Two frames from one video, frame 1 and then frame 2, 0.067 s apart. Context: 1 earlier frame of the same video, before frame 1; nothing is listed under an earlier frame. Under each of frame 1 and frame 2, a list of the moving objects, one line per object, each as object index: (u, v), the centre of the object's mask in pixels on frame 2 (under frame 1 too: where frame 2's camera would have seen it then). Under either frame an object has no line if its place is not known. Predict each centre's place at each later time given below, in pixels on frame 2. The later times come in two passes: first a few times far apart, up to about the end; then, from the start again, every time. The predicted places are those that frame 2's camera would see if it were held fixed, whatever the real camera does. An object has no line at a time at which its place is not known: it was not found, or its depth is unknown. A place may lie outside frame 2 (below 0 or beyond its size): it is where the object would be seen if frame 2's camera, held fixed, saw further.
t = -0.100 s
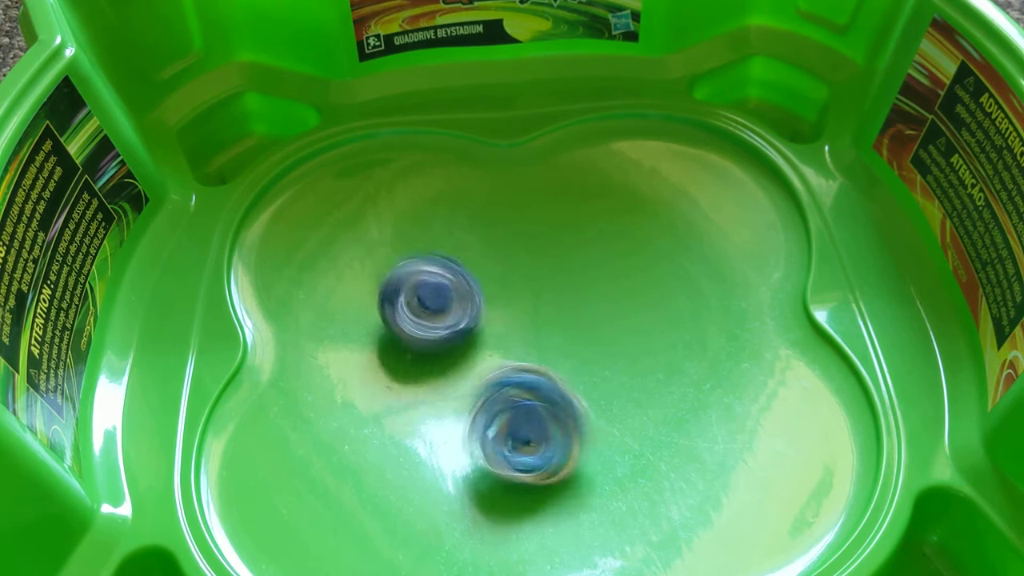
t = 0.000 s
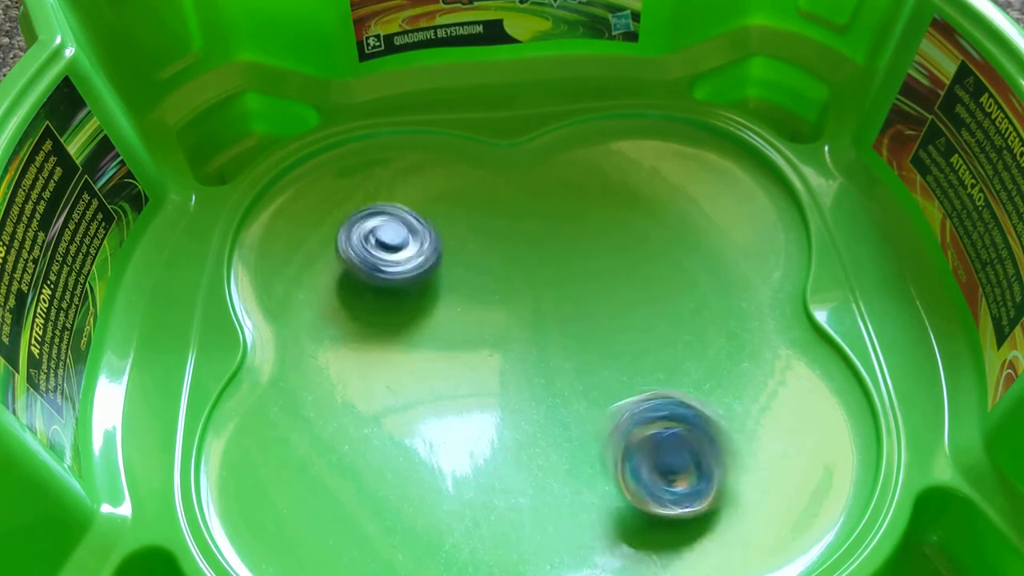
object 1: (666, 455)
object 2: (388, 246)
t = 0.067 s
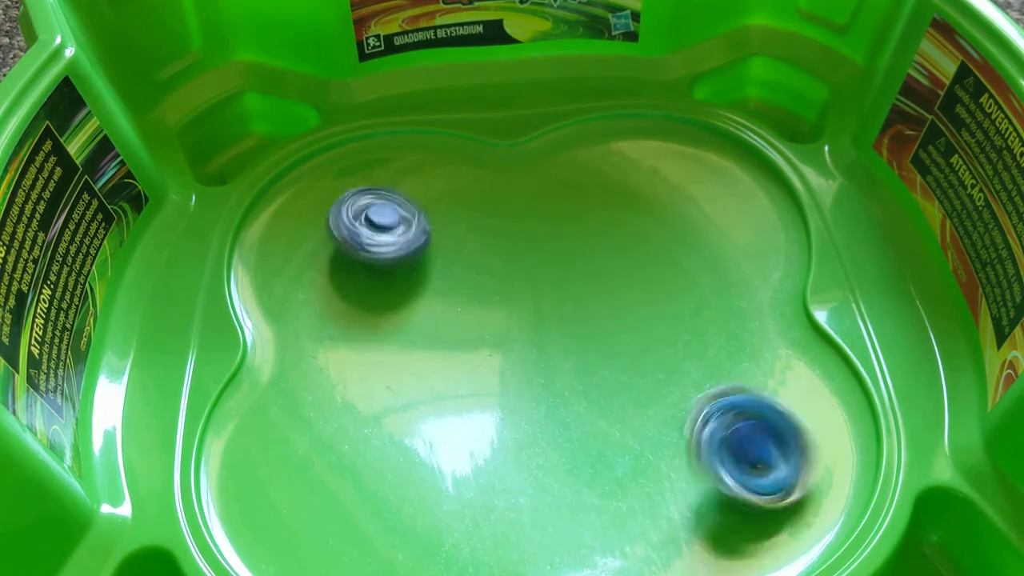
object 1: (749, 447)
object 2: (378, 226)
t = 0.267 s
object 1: (791, 371)
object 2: (413, 231)
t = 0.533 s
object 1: (638, 310)
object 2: (517, 290)
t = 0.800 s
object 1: (614, 343)
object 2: (493, 311)
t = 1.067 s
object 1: (651, 351)
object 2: (463, 306)
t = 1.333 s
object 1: (619, 309)
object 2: (512, 330)
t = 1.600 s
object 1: (630, 273)
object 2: (512, 382)
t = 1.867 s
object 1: (593, 282)
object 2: (507, 394)
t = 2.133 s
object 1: (569, 270)
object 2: (477, 396)
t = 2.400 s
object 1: (519, 259)
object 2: (485, 355)
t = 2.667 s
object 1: (512, 236)
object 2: (531, 363)
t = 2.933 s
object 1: (524, 265)
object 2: (571, 363)
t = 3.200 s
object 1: (468, 270)
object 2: (581, 388)
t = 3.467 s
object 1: (437, 281)
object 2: (524, 356)
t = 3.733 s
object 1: (400, 285)
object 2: (564, 384)
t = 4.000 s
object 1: (435, 329)
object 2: (532, 397)
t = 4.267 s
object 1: (396, 301)
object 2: (555, 391)
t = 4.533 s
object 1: (476, 298)
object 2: (531, 371)
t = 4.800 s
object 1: (550, 276)
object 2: (556, 395)
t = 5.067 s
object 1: (565, 300)
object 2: (531, 390)
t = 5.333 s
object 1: (577, 325)
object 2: (496, 362)
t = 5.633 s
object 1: (569, 338)
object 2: (486, 335)
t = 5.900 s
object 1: (569, 340)
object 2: (486, 330)
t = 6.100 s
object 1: (568, 339)
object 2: (488, 330)
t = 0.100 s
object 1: (781, 440)
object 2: (378, 222)
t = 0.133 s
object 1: (807, 429)
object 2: (380, 218)
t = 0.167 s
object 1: (821, 414)
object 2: (384, 219)
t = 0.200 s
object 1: (814, 399)
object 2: (391, 221)
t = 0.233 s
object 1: (804, 384)
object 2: (401, 226)
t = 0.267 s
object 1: (791, 371)
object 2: (413, 231)
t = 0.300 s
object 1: (776, 359)
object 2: (427, 237)
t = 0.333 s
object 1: (759, 347)
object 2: (440, 244)
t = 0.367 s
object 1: (738, 337)
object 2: (456, 252)
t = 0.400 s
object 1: (717, 328)
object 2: (471, 260)
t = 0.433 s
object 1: (694, 321)
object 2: (487, 269)
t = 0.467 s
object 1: (670, 315)
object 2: (503, 277)
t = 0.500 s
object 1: (645, 310)
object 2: (518, 286)
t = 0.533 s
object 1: (638, 310)
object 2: (517, 290)
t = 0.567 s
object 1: (644, 315)
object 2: (502, 293)
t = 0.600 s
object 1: (645, 321)
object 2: (490, 295)
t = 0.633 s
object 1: (642, 324)
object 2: (480, 299)
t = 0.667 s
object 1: (639, 329)
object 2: (477, 302)
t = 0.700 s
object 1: (634, 334)
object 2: (475, 306)
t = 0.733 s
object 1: (629, 337)
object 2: (478, 309)
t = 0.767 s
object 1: (623, 341)
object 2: (485, 311)
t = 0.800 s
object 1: (614, 343)
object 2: (493, 311)
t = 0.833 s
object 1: (607, 343)
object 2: (501, 312)
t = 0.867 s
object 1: (611, 344)
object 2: (503, 312)
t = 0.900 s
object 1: (611, 346)
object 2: (503, 312)
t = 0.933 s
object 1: (612, 345)
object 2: (504, 312)
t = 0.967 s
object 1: (629, 349)
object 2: (489, 309)
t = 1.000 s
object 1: (643, 352)
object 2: (477, 307)
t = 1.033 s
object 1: (651, 352)
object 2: (467, 305)
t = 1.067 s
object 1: (651, 351)
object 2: (463, 306)
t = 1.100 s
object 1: (647, 347)
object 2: (466, 306)
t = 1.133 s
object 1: (644, 341)
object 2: (470, 307)
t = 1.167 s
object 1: (640, 335)
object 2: (475, 308)
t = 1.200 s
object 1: (635, 328)
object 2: (483, 312)
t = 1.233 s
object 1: (632, 323)
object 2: (491, 315)
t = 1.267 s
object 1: (627, 319)
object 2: (498, 320)
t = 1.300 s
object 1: (622, 313)
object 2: (506, 325)
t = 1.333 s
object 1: (619, 309)
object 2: (512, 330)
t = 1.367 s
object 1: (624, 300)
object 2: (508, 339)
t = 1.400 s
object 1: (628, 293)
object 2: (507, 347)
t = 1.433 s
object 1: (631, 289)
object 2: (509, 354)
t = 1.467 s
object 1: (631, 285)
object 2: (510, 360)
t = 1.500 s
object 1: (630, 282)
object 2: (510, 366)
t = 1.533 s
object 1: (630, 279)
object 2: (511, 372)
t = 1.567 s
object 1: (629, 276)
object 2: (511, 377)
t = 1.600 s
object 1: (630, 273)
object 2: (512, 382)
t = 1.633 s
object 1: (630, 270)
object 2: (513, 385)
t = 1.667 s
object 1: (629, 268)
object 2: (511, 389)
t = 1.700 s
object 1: (626, 267)
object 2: (512, 392)
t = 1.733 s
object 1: (620, 268)
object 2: (510, 395)
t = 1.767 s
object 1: (615, 270)
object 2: (510, 397)
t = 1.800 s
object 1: (609, 273)
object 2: (509, 396)
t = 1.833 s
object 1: (602, 278)
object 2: (507, 396)
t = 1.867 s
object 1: (593, 282)
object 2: (507, 394)
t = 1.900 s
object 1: (586, 286)
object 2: (506, 393)
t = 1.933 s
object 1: (579, 291)
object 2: (507, 389)
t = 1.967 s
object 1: (570, 295)
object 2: (508, 384)
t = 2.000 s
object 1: (568, 293)
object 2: (504, 384)
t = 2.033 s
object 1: (572, 283)
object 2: (492, 391)
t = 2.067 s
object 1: (574, 275)
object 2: (485, 395)
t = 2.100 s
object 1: (573, 271)
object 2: (480, 396)
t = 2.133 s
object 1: (569, 270)
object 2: (477, 396)
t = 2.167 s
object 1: (562, 270)
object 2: (472, 394)
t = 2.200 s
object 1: (556, 268)
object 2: (468, 390)
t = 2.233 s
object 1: (550, 267)
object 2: (466, 386)
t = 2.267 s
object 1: (544, 265)
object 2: (466, 381)
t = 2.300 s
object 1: (538, 262)
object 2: (469, 375)
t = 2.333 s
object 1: (533, 261)
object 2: (472, 368)
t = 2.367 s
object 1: (525, 260)
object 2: (478, 363)
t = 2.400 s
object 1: (519, 259)
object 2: (485, 355)
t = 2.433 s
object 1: (515, 258)
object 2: (489, 355)
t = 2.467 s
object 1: (515, 247)
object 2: (491, 363)
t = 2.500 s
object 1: (514, 240)
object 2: (495, 367)
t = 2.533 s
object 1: (515, 237)
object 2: (502, 369)
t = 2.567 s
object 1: (514, 237)
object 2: (510, 367)
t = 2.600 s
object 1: (512, 236)
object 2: (517, 366)
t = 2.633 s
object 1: (512, 236)
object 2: (524, 365)
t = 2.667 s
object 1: (512, 236)
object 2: (531, 363)
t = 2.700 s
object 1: (513, 236)
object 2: (536, 362)
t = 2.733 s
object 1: (516, 238)
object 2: (542, 362)
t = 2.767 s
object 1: (518, 240)
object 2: (549, 361)
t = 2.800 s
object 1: (520, 244)
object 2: (554, 362)
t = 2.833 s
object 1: (522, 247)
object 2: (560, 362)
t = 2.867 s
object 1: (524, 252)
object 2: (563, 362)
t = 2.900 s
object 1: (525, 259)
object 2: (568, 362)
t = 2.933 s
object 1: (524, 265)
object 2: (571, 363)
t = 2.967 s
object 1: (524, 270)
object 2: (572, 363)
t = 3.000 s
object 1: (523, 277)
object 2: (573, 363)
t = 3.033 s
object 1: (516, 279)
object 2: (577, 369)
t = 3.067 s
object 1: (502, 271)
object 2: (585, 378)
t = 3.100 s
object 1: (490, 271)
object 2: (589, 386)
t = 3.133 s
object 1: (480, 269)
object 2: (589, 389)
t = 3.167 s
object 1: (472, 270)
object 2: (586, 389)
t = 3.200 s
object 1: (468, 270)
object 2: (581, 388)
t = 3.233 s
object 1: (463, 273)
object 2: (572, 384)
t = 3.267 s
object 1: (459, 273)
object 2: (563, 381)
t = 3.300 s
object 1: (455, 275)
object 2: (556, 378)
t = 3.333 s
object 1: (451, 275)
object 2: (550, 374)
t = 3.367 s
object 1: (446, 275)
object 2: (543, 369)
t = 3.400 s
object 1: (442, 275)
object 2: (536, 365)
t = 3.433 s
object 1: (439, 278)
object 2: (531, 361)
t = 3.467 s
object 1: (437, 281)
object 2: (524, 356)
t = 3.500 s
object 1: (437, 285)
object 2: (519, 354)
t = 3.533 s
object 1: (425, 279)
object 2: (530, 361)
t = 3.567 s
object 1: (413, 274)
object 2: (543, 367)
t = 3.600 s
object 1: (407, 274)
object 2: (555, 374)
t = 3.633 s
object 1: (403, 275)
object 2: (563, 379)
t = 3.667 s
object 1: (401, 277)
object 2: (567, 380)
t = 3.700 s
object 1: (399, 282)
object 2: (567, 382)
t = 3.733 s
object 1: (400, 285)
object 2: (564, 384)
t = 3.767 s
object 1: (403, 289)
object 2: (561, 386)
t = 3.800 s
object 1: (408, 296)
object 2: (558, 388)
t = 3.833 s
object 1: (413, 302)
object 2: (555, 392)
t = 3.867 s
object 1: (418, 307)
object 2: (551, 396)
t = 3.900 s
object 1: (423, 312)
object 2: (546, 397)
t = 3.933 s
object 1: (427, 318)
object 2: (541, 398)
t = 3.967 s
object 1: (430, 323)
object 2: (535, 397)
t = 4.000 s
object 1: (435, 329)
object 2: (532, 397)
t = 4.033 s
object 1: (439, 334)
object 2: (526, 395)
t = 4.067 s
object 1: (433, 330)
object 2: (531, 395)
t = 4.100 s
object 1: (416, 322)
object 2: (542, 399)
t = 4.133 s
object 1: (406, 315)
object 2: (551, 400)
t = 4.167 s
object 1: (396, 312)
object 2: (557, 400)
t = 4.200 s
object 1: (393, 305)
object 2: (559, 396)
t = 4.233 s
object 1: (392, 302)
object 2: (558, 393)
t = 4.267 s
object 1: (396, 301)
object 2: (555, 391)
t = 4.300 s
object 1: (402, 301)
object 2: (551, 386)
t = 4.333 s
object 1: (410, 301)
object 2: (547, 382)
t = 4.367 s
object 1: (419, 304)
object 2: (540, 379)
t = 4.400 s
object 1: (430, 307)
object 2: (535, 376)
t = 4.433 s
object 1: (440, 310)
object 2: (532, 373)
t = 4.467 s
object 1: (450, 307)
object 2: (530, 371)
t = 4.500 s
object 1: (462, 303)
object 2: (530, 370)
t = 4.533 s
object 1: (476, 298)
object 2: (531, 371)
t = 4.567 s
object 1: (491, 292)
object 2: (533, 373)
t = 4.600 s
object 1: (504, 288)
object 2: (539, 378)
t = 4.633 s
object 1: (512, 280)
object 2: (545, 381)
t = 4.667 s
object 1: (521, 277)
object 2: (550, 388)
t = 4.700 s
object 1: (530, 271)
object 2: (552, 391)
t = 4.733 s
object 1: (538, 272)
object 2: (555, 395)
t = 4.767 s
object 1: (544, 272)
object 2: (555, 395)
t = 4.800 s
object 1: (550, 276)
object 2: (556, 395)
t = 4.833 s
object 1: (553, 280)
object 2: (553, 392)
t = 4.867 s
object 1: (556, 285)
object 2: (553, 391)
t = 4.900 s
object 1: (558, 290)
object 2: (547, 390)
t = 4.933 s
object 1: (559, 293)
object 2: (546, 388)
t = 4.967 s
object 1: (561, 295)
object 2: (539, 391)
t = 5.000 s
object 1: (563, 296)
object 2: (537, 391)
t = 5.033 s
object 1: (564, 298)
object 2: (533, 392)
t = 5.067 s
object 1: (565, 300)
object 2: (531, 390)
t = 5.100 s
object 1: (566, 302)
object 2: (529, 388)
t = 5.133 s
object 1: (568, 304)
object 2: (526, 385)
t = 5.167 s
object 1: (568, 305)
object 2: (523, 381)
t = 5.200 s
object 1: (570, 308)
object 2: (518, 379)
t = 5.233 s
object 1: (572, 312)
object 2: (512, 375)
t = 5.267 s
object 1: (574, 317)
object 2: (506, 373)
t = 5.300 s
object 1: (576, 322)
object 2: (500, 367)
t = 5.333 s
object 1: (577, 325)
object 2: (496, 362)
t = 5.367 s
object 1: (576, 328)
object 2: (493, 358)
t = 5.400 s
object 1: (576, 329)
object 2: (492, 353)
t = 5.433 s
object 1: (575, 329)
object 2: (490, 349)
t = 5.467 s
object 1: (573, 328)
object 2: (488, 348)
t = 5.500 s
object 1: (572, 328)
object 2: (487, 346)
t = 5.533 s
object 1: (571, 328)
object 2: (488, 343)
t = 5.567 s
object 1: (571, 330)
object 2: (487, 340)
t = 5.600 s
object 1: (570, 334)
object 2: (486, 338)
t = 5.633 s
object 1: (569, 338)
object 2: (486, 335)
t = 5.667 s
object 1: (569, 342)
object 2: (486, 332)
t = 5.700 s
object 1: (570, 343)
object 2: (487, 331)
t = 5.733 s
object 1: (571, 344)
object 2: (488, 330)
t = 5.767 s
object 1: (571, 344)
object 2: (487, 329)
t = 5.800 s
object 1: (571, 344)
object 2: (487, 329)
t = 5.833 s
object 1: (570, 344)
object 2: (487, 329)
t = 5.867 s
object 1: (569, 342)
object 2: (486, 330)
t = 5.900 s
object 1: (569, 340)
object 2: (486, 330)
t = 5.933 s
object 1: (568, 339)
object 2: (487, 329)
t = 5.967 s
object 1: (567, 337)
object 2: (486, 329)
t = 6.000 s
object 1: (567, 337)
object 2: (487, 329)
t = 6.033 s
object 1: (567, 338)
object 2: (487, 329)
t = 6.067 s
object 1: (568, 339)
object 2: (487, 330)
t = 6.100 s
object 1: (568, 339)
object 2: (488, 330)
